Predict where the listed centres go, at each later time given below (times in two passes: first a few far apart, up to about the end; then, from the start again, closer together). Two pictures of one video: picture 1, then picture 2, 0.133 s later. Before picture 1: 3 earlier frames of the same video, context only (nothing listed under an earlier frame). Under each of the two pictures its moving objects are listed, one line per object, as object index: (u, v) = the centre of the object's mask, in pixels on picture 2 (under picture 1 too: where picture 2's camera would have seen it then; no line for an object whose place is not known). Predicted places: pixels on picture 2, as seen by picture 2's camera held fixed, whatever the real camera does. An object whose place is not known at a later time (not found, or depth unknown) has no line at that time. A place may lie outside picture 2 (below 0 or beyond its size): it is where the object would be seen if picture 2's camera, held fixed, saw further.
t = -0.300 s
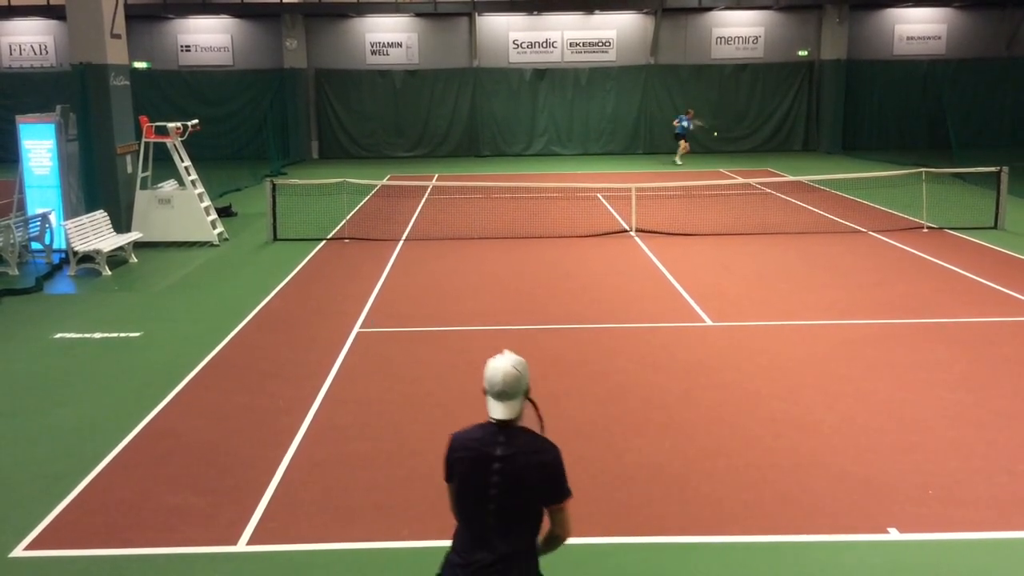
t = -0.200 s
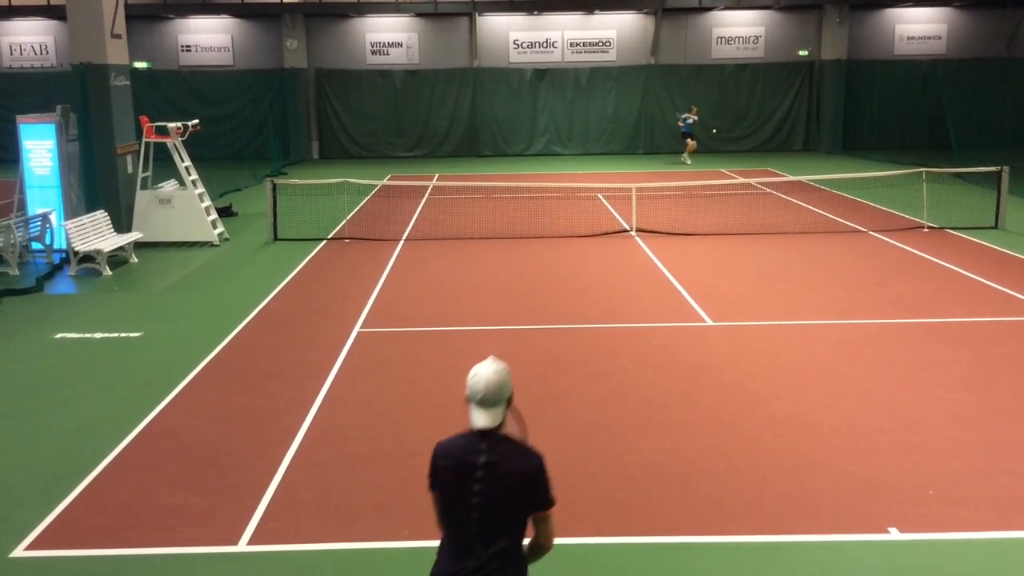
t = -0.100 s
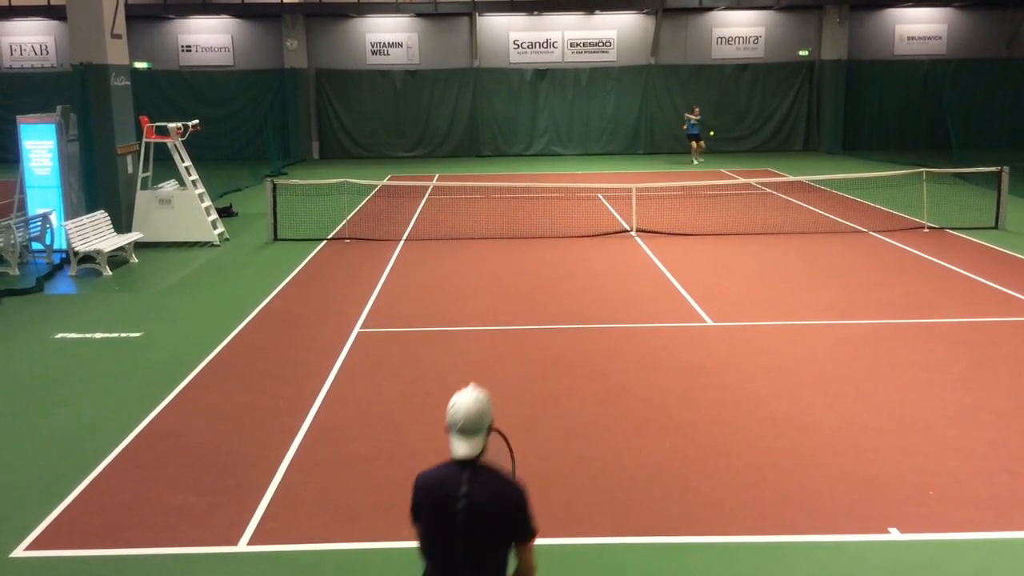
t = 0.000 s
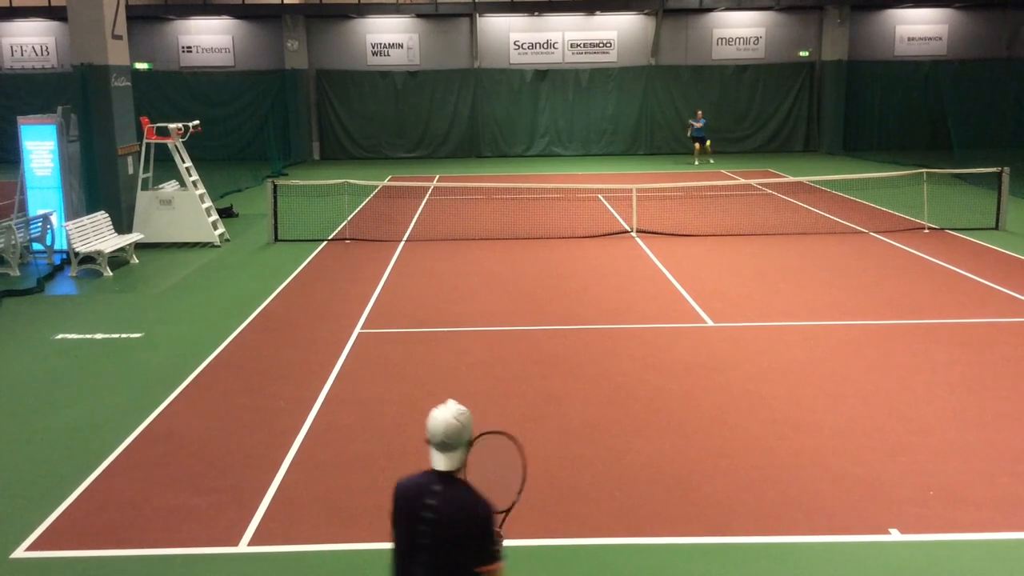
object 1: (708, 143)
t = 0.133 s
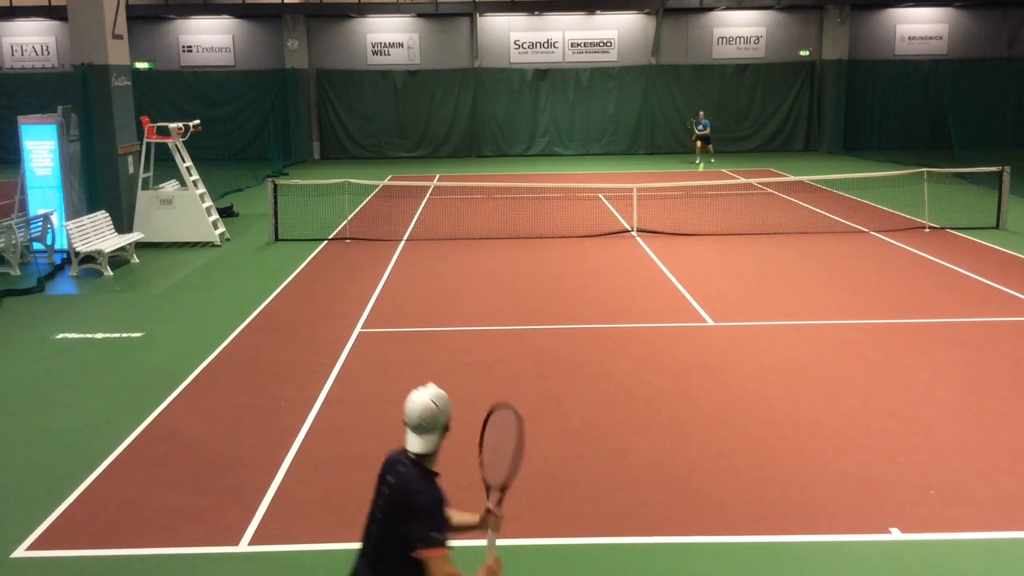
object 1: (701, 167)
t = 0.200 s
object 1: (696, 188)
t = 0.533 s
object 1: (660, 314)
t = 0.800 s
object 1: (611, 377)
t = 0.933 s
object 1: (565, 495)
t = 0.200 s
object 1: (696, 188)
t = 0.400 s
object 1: (675, 298)
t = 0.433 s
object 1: (671, 316)
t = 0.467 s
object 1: (668, 315)
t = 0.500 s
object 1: (664, 314)
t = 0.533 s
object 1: (660, 314)
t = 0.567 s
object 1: (656, 315)
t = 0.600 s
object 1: (651, 317)
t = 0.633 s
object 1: (646, 321)
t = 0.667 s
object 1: (640, 327)
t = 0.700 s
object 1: (634, 336)
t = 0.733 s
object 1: (627, 347)
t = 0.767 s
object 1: (619, 360)
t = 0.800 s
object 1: (611, 377)
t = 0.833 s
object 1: (601, 398)
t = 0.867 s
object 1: (590, 424)
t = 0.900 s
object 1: (578, 456)
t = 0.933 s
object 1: (565, 495)
